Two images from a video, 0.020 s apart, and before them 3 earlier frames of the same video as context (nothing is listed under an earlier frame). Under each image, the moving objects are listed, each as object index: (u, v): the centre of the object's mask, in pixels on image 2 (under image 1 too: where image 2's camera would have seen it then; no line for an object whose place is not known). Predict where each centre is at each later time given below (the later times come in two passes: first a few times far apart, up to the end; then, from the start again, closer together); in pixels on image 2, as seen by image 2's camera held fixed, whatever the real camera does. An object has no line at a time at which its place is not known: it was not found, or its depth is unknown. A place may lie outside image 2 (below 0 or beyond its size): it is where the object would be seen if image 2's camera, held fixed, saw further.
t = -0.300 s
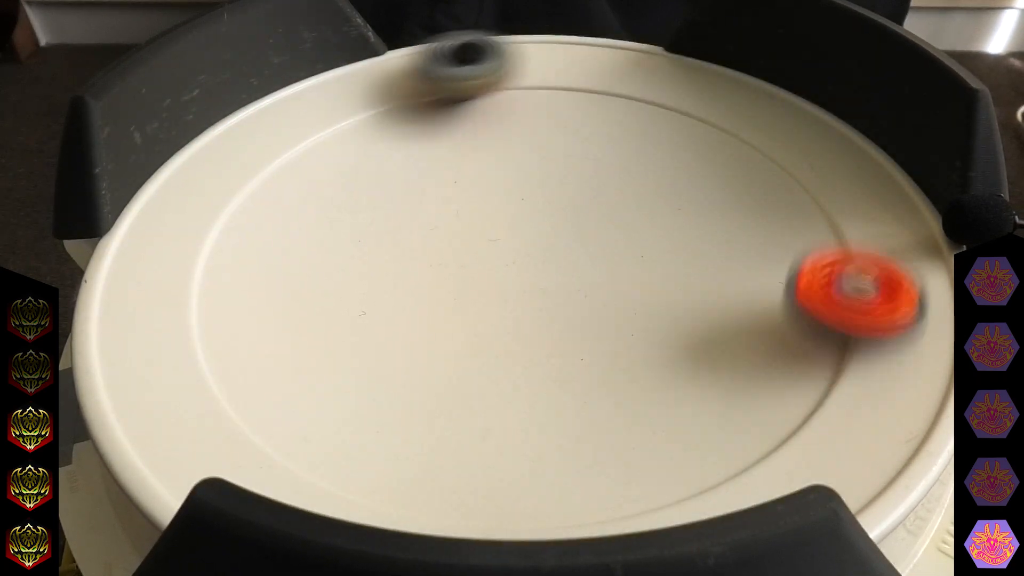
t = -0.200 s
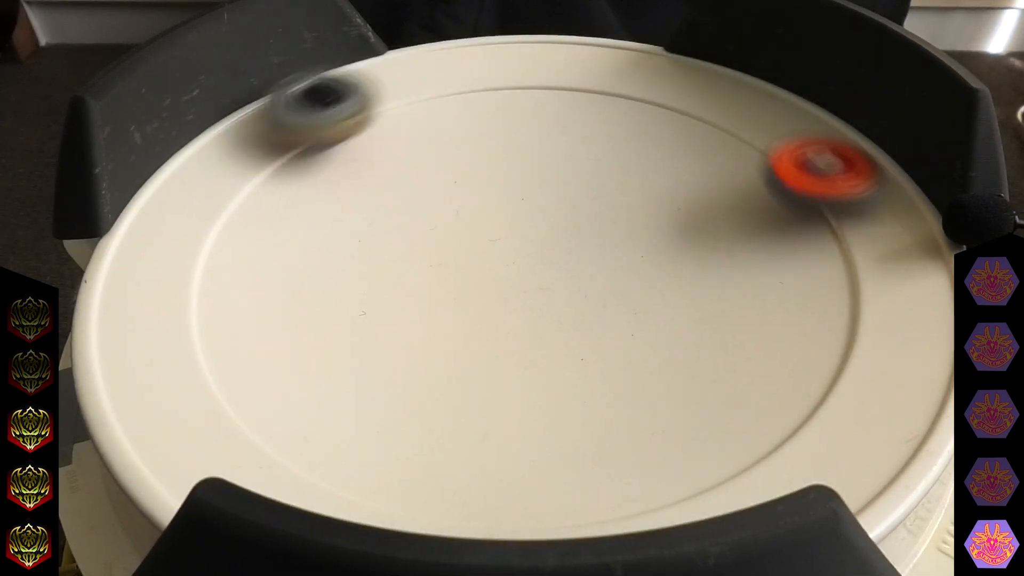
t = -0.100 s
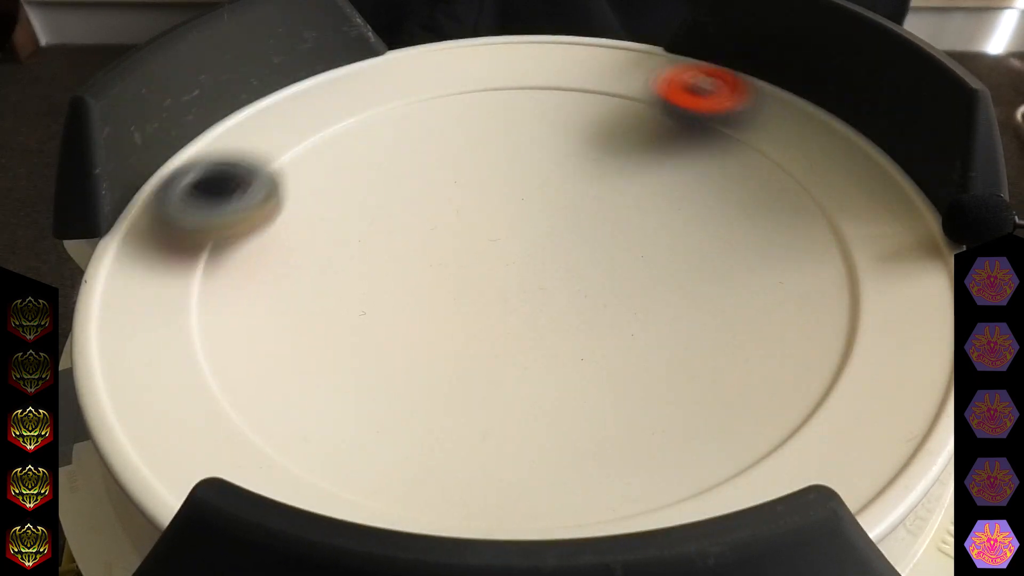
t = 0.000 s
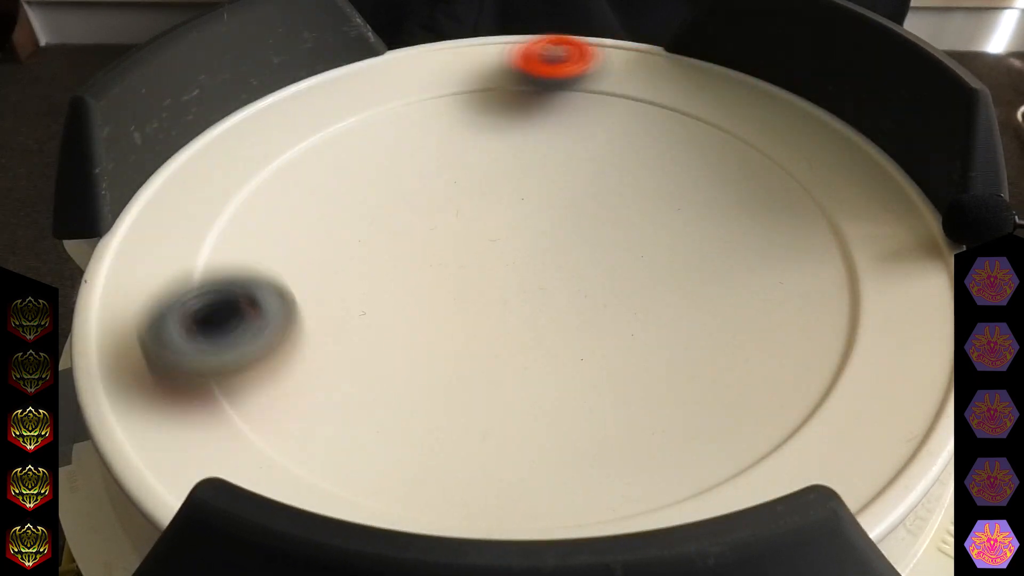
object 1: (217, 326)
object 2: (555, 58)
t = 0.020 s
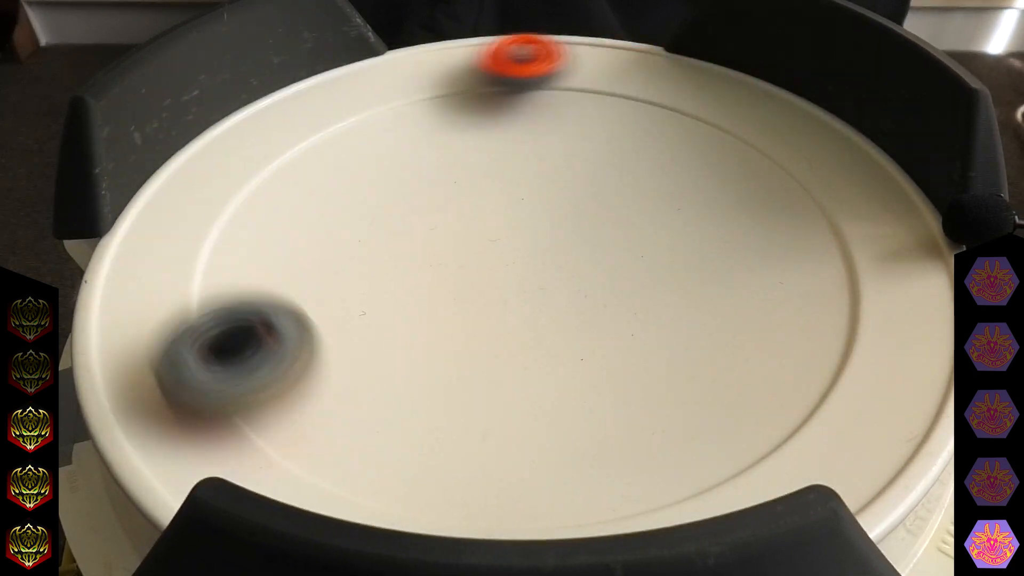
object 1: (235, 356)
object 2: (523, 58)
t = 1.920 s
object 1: (318, 109)
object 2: (734, 105)
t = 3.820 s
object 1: (713, 113)
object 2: (849, 313)
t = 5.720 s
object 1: (715, 349)
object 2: (406, 469)
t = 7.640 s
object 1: (418, 377)
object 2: (235, 179)
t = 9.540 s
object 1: (315, 264)
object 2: (557, 69)
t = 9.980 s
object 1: (688, 286)
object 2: (284, 395)
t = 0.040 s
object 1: (258, 382)
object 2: (489, 60)
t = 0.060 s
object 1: (286, 404)
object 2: (459, 64)
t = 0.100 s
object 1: (375, 440)
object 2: (395, 77)
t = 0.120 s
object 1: (421, 452)
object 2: (362, 86)
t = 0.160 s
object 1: (522, 457)
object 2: (303, 113)
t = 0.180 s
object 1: (571, 451)
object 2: (277, 131)
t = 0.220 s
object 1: (666, 429)
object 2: (230, 172)
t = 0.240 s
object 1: (709, 411)
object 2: (212, 193)
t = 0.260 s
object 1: (743, 391)
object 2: (202, 222)
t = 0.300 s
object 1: (794, 346)
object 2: (198, 278)
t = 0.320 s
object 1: (811, 322)
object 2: (203, 307)
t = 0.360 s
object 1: (829, 271)
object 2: (231, 370)
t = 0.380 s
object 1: (831, 246)
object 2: (254, 399)
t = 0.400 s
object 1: (829, 222)
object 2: (289, 421)
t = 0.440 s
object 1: (815, 178)
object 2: (378, 464)
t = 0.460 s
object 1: (802, 160)
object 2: (429, 475)
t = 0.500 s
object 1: (768, 126)
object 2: (533, 480)
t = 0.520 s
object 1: (748, 111)
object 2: (583, 476)
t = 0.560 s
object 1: (696, 89)
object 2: (677, 452)
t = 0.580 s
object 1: (670, 81)
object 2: (716, 434)
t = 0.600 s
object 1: (642, 73)
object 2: (748, 416)
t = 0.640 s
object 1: (583, 63)
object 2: (800, 368)
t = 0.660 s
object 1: (551, 62)
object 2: (818, 343)
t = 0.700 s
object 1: (493, 61)
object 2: (838, 290)
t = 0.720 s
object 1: (462, 65)
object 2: (841, 264)
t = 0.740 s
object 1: (433, 70)
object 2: (839, 241)
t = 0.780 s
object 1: (378, 84)
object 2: (824, 196)
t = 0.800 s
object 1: (351, 94)
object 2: (813, 177)
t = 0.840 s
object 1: (300, 119)
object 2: (779, 143)
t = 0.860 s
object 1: (280, 132)
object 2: (760, 130)
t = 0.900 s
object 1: (241, 166)
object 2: (715, 105)
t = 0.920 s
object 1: (223, 186)
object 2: (689, 96)
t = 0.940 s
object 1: (212, 207)
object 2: (661, 86)
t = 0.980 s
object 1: (197, 253)
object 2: (604, 74)
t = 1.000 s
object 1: (196, 277)
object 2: (572, 69)
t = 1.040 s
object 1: (212, 331)
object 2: (509, 65)
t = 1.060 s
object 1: (228, 357)
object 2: (478, 66)
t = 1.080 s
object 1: (254, 382)
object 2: (447, 68)
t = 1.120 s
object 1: (318, 423)
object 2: (387, 78)
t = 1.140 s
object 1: (360, 441)
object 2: (360, 88)
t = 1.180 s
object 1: (445, 463)
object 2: (306, 115)
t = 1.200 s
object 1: (497, 467)
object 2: (279, 131)
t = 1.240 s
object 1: (593, 463)
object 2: (232, 170)
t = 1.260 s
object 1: (638, 451)
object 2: (215, 191)
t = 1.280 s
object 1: (684, 438)
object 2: (203, 218)
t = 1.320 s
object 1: (759, 401)
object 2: (196, 272)
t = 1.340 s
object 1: (786, 378)
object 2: (200, 306)
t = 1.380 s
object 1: (825, 331)
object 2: (221, 365)
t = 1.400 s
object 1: (837, 307)
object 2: (243, 390)
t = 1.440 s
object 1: (845, 257)
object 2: (316, 435)
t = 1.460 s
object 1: (846, 233)
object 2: (364, 454)
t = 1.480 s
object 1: (843, 211)
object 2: (416, 468)
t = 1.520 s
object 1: (823, 171)
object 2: (524, 480)
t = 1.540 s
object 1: (804, 155)
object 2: (574, 477)
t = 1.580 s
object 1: (766, 125)
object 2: (676, 458)
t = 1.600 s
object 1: (746, 112)
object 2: (720, 443)
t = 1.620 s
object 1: (722, 101)
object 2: (756, 423)
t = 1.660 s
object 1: (674, 81)
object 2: (810, 378)
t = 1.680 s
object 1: (647, 73)
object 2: (829, 351)
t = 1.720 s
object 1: (589, 64)
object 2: (850, 304)
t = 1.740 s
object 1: (561, 61)
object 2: (854, 277)
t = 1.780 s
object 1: (504, 61)
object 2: (851, 230)
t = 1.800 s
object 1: (474, 63)
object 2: (843, 208)
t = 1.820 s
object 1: (447, 67)
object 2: (833, 187)
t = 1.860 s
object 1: (392, 81)
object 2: (799, 150)
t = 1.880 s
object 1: (365, 88)
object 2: (779, 134)
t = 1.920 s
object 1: (318, 109)
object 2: (734, 105)
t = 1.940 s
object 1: (296, 123)
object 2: (707, 93)
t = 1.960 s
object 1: (275, 139)
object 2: (680, 82)
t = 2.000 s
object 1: (238, 173)
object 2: (626, 66)
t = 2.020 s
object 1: (224, 193)
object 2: (594, 64)
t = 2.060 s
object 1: (204, 234)
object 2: (533, 60)
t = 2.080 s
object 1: (198, 256)
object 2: (502, 62)
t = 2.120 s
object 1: (201, 305)
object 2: (442, 67)
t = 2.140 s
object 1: (212, 328)
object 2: (413, 73)
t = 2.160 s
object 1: (230, 353)
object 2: (384, 81)
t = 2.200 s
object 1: (279, 400)
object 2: (328, 101)
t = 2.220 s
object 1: (313, 421)
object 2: (300, 116)
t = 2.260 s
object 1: (396, 450)
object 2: (254, 148)
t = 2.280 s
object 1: (440, 459)
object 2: (235, 167)
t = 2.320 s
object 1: (535, 463)
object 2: (205, 210)
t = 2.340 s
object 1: (581, 456)
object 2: (196, 235)
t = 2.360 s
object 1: (628, 445)
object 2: (190, 262)
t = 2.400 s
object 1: (705, 417)
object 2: (197, 317)
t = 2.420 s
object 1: (735, 398)
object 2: (211, 347)
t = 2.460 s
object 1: (784, 352)
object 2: (256, 401)
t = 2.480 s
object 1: (800, 330)
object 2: (290, 426)
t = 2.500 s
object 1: (810, 305)
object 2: (332, 447)
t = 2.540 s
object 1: (818, 259)
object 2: (428, 476)
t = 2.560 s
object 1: (817, 235)
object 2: (480, 481)
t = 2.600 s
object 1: (804, 195)
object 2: (581, 477)
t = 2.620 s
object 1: (794, 177)
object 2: (631, 467)
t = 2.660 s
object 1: (765, 145)
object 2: (715, 438)
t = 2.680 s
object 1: (747, 130)
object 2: (749, 417)
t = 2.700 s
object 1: (724, 118)
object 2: (779, 395)
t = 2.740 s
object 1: (679, 94)
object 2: (823, 346)
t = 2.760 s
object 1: (656, 86)
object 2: (838, 322)
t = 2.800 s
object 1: (603, 75)
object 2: (848, 272)
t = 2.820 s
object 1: (576, 71)
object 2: (848, 248)
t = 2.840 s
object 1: (548, 68)
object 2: (843, 225)
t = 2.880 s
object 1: (494, 68)
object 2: (823, 181)
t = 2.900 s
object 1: (468, 70)
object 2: (808, 162)
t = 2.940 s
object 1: (416, 78)
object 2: (769, 128)
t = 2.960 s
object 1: (387, 85)
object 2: (747, 113)
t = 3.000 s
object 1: (341, 100)
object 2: (698, 91)
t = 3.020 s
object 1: (320, 110)
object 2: (670, 82)
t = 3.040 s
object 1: (295, 124)
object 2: (643, 75)
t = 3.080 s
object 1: (259, 151)
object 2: (584, 64)
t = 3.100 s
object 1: (243, 167)
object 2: (554, 63)
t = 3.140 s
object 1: (218, 203)
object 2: (493, 62)
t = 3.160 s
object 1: (209, 226)
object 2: (465, 63)
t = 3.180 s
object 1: (205, 246)
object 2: (437, 67)
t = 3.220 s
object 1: (207, 291)
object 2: (383, 80)
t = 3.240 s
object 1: (217, 316)
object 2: (357, 90)
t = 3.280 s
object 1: (252, 364)
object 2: (308, 114)
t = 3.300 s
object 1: (277, 385)
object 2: (284, 129)
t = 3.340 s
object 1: (344, 423)
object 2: (242, 163)
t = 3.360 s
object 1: (385, 436)
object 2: (223, 183)
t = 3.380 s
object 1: (426, 447)
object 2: (209, 204)
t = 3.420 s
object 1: (513, 453)
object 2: (191, 254)
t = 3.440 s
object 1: (559, 448)
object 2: (191, 282)
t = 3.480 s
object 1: (640, 430)
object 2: (206, 338)
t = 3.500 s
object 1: (675, 415)
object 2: (223, 366)
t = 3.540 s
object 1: (740, 377)
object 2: (283, 422)
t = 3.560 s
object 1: (760, 358)
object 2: (319, 442)
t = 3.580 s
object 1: (778, 335)
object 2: (365, 460)
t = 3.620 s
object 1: (800, 290)
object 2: (466, 479)
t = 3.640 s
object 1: (805, 268)
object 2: (523, 481)
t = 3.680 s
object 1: (804, 225)
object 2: (630, 470)
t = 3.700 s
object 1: (797, 206)
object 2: (677, 457)
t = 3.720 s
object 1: (790, 189)
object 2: (722, 440)
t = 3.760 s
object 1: (766, 158)
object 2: (793, 394)
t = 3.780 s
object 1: (750, 140)
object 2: (818, 366)
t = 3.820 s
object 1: (713, 113)
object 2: (849, 313)
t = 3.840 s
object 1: (689, 103)
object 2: (857, 287)
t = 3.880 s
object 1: (645, 86)
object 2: (855, 234)
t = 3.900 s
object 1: (616, 82)
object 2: (846, 211)
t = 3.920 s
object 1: (592, 77)
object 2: (836, 187)
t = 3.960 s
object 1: (538, 73)
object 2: (798, 145)
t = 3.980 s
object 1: (513, 73)
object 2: (775, 127)
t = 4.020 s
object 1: (461, 78)
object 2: (725, 98)
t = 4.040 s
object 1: (435, 83)
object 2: (698, 87)
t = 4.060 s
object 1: (410, 89)
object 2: (670, 79)
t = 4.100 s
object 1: (367, 104)
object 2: (612, 65)
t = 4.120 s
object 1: (345, 114)
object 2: (582, 61)
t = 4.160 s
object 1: (303, 140)
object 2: (523, 58)
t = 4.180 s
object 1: (287, 154)
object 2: (493, 61)
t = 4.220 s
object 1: (259, 187)
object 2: (434, 69)
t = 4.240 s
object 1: (248, 206)
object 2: (405, 76)
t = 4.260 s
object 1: (242, 225)
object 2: (377, 83)
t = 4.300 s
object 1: (239, 269)
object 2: (323, 103)
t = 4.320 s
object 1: (243, 291)
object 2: (298, 116)
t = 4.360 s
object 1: (267, 331)
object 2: (255, 150)
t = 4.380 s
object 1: (286, 352)
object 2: (237, 167)
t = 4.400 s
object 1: (310, 374)
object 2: (221, 188)
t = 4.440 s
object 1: (371, 409)
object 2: (197, 234)
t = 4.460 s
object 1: (410, 421)
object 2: (191, 260)
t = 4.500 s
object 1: (490, 431)
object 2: (197, 313)
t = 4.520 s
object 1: (531, 431)
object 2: (208, 341)
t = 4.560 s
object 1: (610, 418)
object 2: (249, 395)
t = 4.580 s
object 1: (645, 406)
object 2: (281, 418)
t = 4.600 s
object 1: (678, 391)
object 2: (319, 440)
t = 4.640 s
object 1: (728, 358)
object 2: (410, 471)
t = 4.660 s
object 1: (748, 337)
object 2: (460, 479)
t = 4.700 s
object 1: (772, 296)
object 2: (562, 479)
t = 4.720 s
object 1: (778, 276)
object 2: (616, 473)
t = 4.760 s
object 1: (780, 235)
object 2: (704, 445)
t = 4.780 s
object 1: (777, 216)
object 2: (741, 426)
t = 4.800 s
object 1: (772, 197)
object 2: (776, 403)
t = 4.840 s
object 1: (751, 166)
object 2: (823, 356)
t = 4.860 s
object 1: (738, 150)
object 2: (840, 332)
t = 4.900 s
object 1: (702, 126)
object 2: (857, 280)
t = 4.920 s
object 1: (681, 115)
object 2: (858, 256)
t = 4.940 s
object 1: (659, 107)
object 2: (854, 232)
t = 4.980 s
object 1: (613, 93)
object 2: (834, 187)
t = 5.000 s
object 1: (588, 89)
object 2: (820, 166)
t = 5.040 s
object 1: (538, 85)
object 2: (783, 132)
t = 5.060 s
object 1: (513, 87)
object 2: (760, 116)
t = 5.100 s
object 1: (465, 91)
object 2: (711, 93)
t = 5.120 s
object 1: (441, 95)
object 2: (685, 83)
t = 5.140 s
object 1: (419, 102)
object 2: (656, 75)
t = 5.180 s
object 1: (373, 118)
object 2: (603, 63)
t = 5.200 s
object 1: (352, 128)
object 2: (574, 60)
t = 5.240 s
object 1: (316, 152)
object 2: (517, 59)
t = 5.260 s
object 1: (301, 165)
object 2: (489, 61)
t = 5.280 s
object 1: (287, 180)
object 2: (460, 64)
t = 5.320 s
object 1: (267, 216)
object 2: (404, 75)
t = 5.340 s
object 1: (262, 230)
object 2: (377, 83)
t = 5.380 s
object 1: (261, 272)
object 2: (325, 103)
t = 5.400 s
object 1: (264, 291)
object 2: (299, 116)
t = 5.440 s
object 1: (286, 333)
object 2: (255, 148)
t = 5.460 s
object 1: (304, 354)
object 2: (238, 166)
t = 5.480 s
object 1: (328, 372)
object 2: (223, 185)
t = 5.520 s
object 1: (388, 403)
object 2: (200, 231)
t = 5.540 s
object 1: (422, 413)
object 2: (193, 255)
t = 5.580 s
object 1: (495, 420)
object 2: (195, 308)
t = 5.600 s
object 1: (535, 420)
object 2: (206, 335)
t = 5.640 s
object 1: (604, 408)
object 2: (246, 390)
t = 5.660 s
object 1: (639, 395)
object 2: (277, 415)
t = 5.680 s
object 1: (670, 382)
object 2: (311, 435)
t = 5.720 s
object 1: (715, 349)
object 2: (406, 469)
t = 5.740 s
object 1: (733, 330)
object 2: (455, 477)
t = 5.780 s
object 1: (753, 292)
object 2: (558, 479)
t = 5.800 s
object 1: (757, 273)
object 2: (609, 472)
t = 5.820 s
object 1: (758, 253)
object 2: (654, 460)
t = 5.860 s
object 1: (753, 215)
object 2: (732, 425)
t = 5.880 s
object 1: (746, 198)
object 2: (767, 405)
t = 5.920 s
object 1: (723, 168)
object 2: (815, 357)
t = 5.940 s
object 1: (710, 154)
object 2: (831, 333)
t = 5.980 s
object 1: (674, 131)
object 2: (849, 280)
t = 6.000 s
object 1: (653, 121)
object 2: (850, 257)
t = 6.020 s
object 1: (633, 114)
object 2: (847, 232)
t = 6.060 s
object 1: (588, 103)
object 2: (833, 188)
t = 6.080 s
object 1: (565, 99)
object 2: (821, 167)
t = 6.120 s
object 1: (517, 96)
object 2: (782, 132)
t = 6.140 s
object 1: (495, 97)
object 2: (762, 118)
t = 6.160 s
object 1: (471, 100)
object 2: (738, 105)
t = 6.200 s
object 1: (427, 109)
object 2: (693, 86)
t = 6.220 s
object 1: (404, 117)
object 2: (669, 80)
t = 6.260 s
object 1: (366, 133)
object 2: (622, 68)
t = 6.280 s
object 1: (347, 144)
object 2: (596, 64)
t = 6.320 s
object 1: (317, 167)
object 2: (540, 60)
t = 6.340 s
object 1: (304, 181)
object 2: (511, 60)
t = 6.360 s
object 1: (294, 195)
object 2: (483, 61)
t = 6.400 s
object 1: (282, 227)
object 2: (425, 70)
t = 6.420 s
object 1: (279, 244)
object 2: (395, 78)
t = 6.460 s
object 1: (283, 284)
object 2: (340, 96)
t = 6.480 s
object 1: (291, 302)
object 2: (313, 109)
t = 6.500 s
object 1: (303, 320)
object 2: (289, 125)
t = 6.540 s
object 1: (339, 355)
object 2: (246, 160)
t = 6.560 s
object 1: (365, 371)
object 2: (228, 180)
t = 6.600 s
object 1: (427, 394)
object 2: (202, 227)
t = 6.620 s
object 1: (458, 400)
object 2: (195, 252)
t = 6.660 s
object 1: (531, 401)
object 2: (194, 305)
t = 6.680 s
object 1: (565, 397)
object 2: (204, 334)
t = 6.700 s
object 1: (595, 390)
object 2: (218, 358)
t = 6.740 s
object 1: (653, 367)
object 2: (268, 409)
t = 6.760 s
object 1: (676, 353)
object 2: (303, 432)
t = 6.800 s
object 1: (710, 319)
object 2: (391, 467)
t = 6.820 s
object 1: (719, 301)
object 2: (438, 476)
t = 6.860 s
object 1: (731, 264)
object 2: (538, 481)
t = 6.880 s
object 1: (731, 247)
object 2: (589, 476)
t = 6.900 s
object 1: (729, 229)
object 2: (637, 467)
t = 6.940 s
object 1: (717, 195)
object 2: (722, 437)
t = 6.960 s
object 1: (708, 180)
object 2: (757, 419)
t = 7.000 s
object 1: (681, 154)
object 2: (813, 371)
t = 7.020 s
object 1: (665, 143)
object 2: (832, 348)
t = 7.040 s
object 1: (648, 133)
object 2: (845, 324)
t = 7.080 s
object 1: (608, 117)
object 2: (860, 273)
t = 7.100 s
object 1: (587, 112)
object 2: (858, 250)
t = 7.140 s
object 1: (543, 105)
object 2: (844, 206)
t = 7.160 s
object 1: (520, 104)
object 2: (831, 186)
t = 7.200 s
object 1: (477, 108)
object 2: (799, 148)
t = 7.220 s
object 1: (454, 112)
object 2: (778, 131)
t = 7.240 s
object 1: (434, 117)
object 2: (757, 115)
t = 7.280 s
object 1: (395, 130)
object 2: (707, 91)
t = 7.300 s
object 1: (379, 139)
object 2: (680, 81)
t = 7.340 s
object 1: (346, 158)
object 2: (624, 68)
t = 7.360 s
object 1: (332, 169)
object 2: (596, 63)
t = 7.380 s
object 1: (319, 182)
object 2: (565, 61)
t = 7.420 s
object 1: (301, 209)
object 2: (506, 59)
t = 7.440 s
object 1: (296, 224)
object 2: (476, 62)
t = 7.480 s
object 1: (295, 253)
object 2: (421, 71)
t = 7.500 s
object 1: (297, 271)
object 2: (394, 79)
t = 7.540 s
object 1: (313, 304)
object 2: (341, 98)
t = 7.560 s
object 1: (327, 323)
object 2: (315, 111)
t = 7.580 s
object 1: (344, 338)
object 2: (292, 125)
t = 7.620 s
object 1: (392, 366)
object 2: (251, 160)
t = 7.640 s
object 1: (418, 377)
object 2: (235, 179)
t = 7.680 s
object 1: (482, 388)
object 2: (212, 223)
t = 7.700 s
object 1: (513, 389)
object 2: (204, 249)
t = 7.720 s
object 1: (545, 385)
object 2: (201, 275)
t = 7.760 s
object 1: (605, 371)
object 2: (210, 328)
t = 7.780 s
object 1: (631, 360)
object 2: (223, 356)
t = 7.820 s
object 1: (673, 334)
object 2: (267, 408)
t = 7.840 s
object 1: (690, 316)
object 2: (297, 432)
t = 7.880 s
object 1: (710, 284)
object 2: (386, 466)
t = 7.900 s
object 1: (715, 267)
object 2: (436, 474)
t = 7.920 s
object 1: (716, 250)
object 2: (487, 479)
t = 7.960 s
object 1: (710, 217)
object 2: (588, 472)
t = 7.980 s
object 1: (704, 201)
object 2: (636, 463)
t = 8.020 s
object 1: (683, 174)
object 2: (717, 432)
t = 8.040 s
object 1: (669, 161)
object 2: (753, 411)
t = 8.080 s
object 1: (637, 141)
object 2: (805, 365)
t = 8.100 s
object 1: (620, 133)
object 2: (823, 340)
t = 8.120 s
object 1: (601, 126)
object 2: (837, 314)
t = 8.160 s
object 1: (559, 119)
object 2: (847, 266)
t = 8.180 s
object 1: (538, 118)
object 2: (847, 241)
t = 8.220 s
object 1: (495, 119)
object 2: (836, 198)
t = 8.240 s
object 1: (474, 122)
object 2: (824, 177)
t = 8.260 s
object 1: (455, 125)
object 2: (809, 158)
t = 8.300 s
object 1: (418, 136)
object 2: (770, 126)
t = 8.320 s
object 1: (400, 144)
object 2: (748, 111)
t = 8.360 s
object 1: (368, 160)
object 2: (701, 89)
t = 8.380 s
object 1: (353, 170)
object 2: (673, 80)
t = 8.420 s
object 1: (329, 193)
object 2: (621, 67)
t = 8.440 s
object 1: (319, 206)
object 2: (592, 63)
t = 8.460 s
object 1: (312, 220)
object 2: (564, 60)
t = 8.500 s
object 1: (307, 249)
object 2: (505, 60)
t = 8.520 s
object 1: (308, 262)
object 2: (477, 61)
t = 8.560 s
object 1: (319, 293)
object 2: (422, 70)
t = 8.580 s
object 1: (330, 309)
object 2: (396, 78)
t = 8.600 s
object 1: (344, 326)
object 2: (368, 87)
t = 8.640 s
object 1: (384, 354)
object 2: (318, 108)
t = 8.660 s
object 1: (409, 365)
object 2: (295, 121)
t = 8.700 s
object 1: (462, 379)
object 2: (255, 153)
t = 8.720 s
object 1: (491, 380)
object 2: (238, 172)
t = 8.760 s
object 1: (545, 376)
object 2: (212, 213)
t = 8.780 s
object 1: (571, 368)
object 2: (204, 235)
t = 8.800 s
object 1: (596, 359)
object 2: (198, 261)
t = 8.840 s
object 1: (639, 338)
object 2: (201, 311)
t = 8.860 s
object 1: (655, 323)
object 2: (209, 337)
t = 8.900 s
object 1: (678, 293)
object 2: (244, 390)
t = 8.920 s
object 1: (685, 276)
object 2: (272, 414)
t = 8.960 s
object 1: (689, 244)
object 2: (350, 453)
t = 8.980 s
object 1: (686, 227)
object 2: (394, 466)
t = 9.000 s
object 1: (682, 213)
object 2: (443, 475)
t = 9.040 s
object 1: (663, 185)
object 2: (540, 476)
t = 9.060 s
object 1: (651, 174)
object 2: (587, 471)
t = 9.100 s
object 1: (621, 154)
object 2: (672, 446)
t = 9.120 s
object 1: (604, 146)
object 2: (709, 427)
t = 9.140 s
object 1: (587, 139)
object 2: (743, 405)
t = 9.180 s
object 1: (550, 132)
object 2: (790, 361)
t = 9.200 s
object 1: (531, 131)
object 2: (805, 336)
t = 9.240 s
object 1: (495, 132)
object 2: (825, 285)
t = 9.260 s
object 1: (477, 134)
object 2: (826, 262)
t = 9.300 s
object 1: (441, 141)
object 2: (817, 216)
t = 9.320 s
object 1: (423, 147)
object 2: (807, 194)
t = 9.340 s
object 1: (407, 153)
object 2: (794, 176)
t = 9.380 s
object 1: (375, 170)
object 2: (758, 141)
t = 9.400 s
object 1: (360, 179)
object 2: (737, 127)
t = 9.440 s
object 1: (336, 201)
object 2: (691, 102)
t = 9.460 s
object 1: (327, 213)
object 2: (665, 92)
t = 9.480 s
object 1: (320, 225)
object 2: (639, 84)
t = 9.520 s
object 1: (315, 252)
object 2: (585, 73)
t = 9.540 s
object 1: (315, 264)
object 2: (557, 69)
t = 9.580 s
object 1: (324, 294)
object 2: (501, 68)
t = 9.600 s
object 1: (331, 308)
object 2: (473, 69)
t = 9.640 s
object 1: (356, 334)
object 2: (419, 77)
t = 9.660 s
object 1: (372, 346)
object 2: (393, 85)
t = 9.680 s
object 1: (391, 356)
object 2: (368, 92)
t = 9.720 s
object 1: (436, 373)
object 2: (321, 113)
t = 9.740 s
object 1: (461, 379)
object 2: (299, 128)
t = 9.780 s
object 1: (514, 382)
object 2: (262, 159)
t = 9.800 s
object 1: (540, 379)
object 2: (245, 178)
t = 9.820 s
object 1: (565, 374)
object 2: (234, 197)
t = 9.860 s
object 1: (611, 358)
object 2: (217, 244)
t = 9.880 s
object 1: (632, 348)
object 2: (216, 268)
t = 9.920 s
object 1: (663, 325)
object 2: (225, 319)
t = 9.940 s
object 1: (673, 314)
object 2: (240, 345)
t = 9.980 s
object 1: (688, 286)
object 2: (284, 395)
